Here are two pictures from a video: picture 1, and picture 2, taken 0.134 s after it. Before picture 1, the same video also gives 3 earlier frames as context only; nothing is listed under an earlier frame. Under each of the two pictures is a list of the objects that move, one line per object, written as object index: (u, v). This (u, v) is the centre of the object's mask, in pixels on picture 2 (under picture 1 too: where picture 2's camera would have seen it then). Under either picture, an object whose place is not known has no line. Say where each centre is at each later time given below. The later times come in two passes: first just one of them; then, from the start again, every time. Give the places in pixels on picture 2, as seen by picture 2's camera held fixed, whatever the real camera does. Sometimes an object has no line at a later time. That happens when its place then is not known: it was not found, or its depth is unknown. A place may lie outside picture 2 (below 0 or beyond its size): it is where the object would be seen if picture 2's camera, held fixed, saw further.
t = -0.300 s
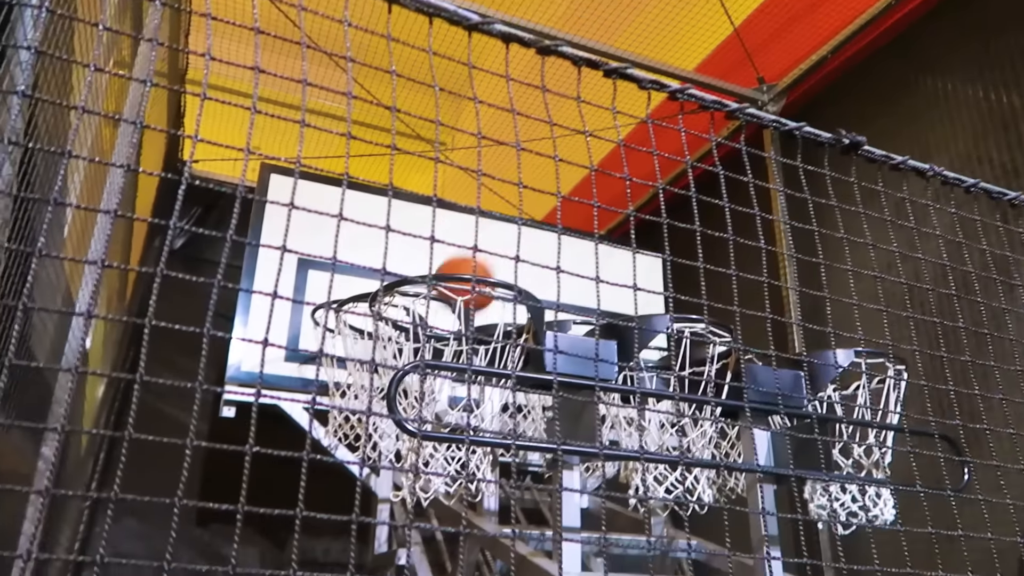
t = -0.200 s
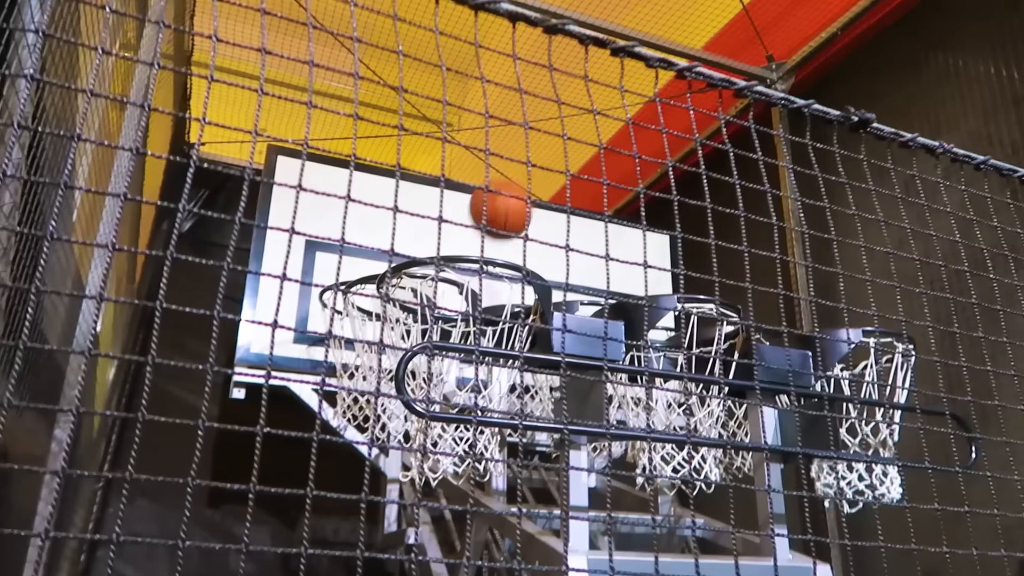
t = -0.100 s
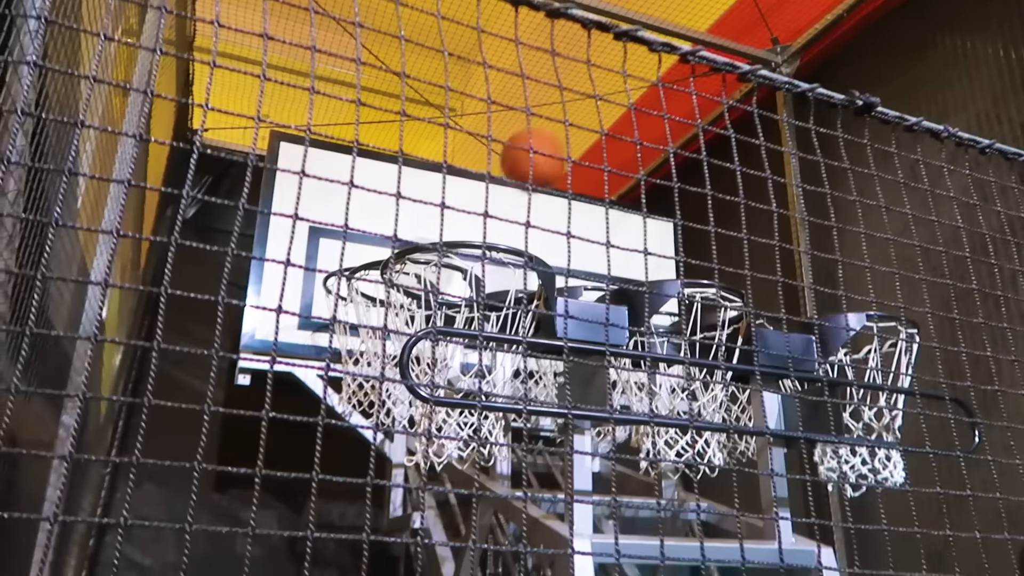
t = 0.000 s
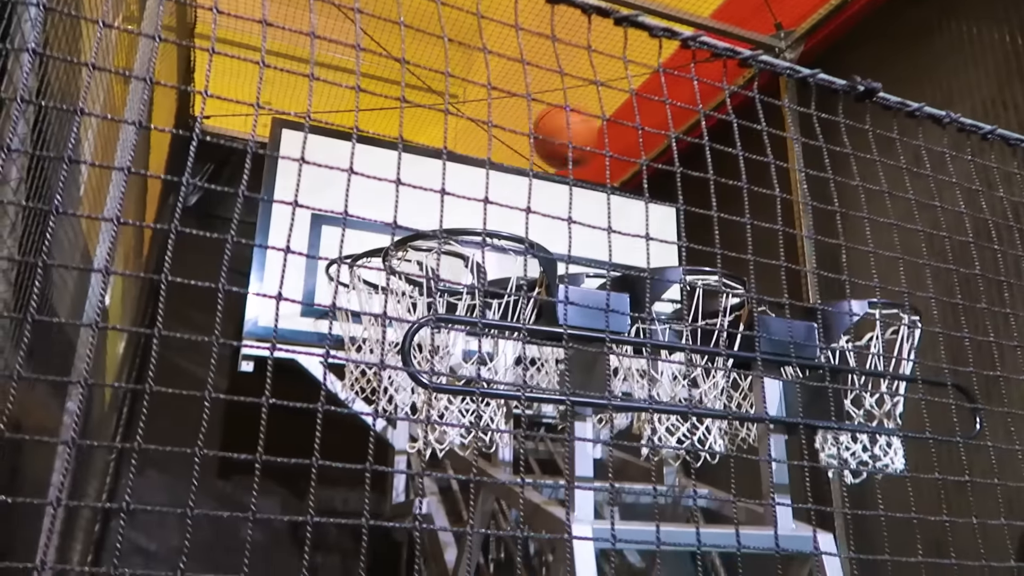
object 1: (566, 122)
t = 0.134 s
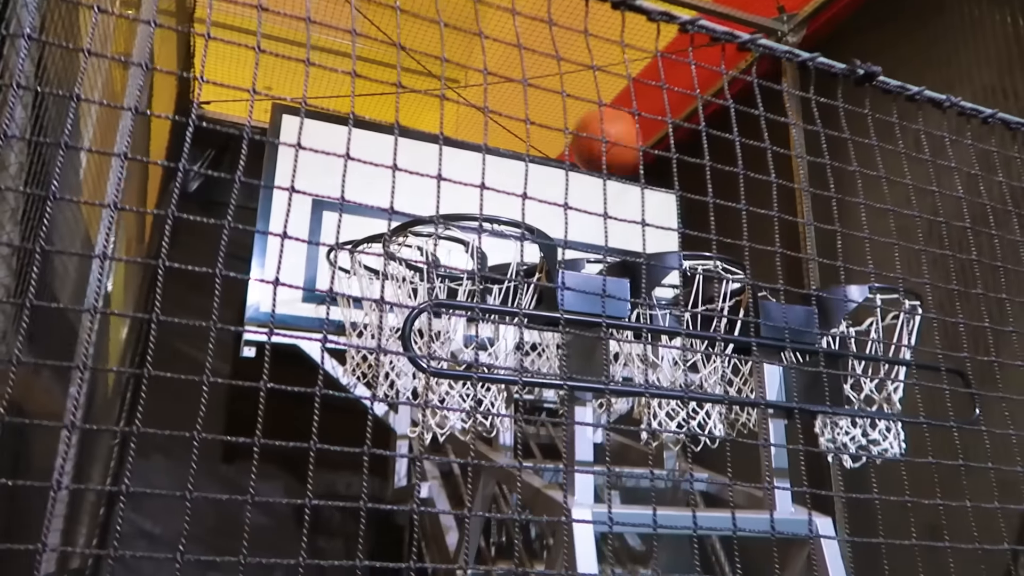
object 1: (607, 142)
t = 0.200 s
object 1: (630, 169)
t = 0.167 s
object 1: (617, 153)
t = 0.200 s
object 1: (630, 169)
